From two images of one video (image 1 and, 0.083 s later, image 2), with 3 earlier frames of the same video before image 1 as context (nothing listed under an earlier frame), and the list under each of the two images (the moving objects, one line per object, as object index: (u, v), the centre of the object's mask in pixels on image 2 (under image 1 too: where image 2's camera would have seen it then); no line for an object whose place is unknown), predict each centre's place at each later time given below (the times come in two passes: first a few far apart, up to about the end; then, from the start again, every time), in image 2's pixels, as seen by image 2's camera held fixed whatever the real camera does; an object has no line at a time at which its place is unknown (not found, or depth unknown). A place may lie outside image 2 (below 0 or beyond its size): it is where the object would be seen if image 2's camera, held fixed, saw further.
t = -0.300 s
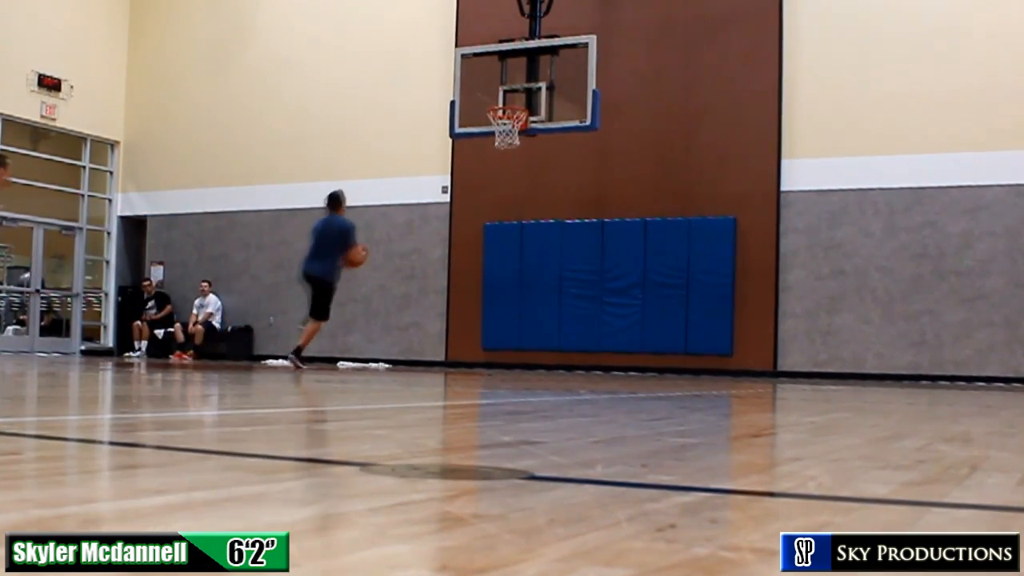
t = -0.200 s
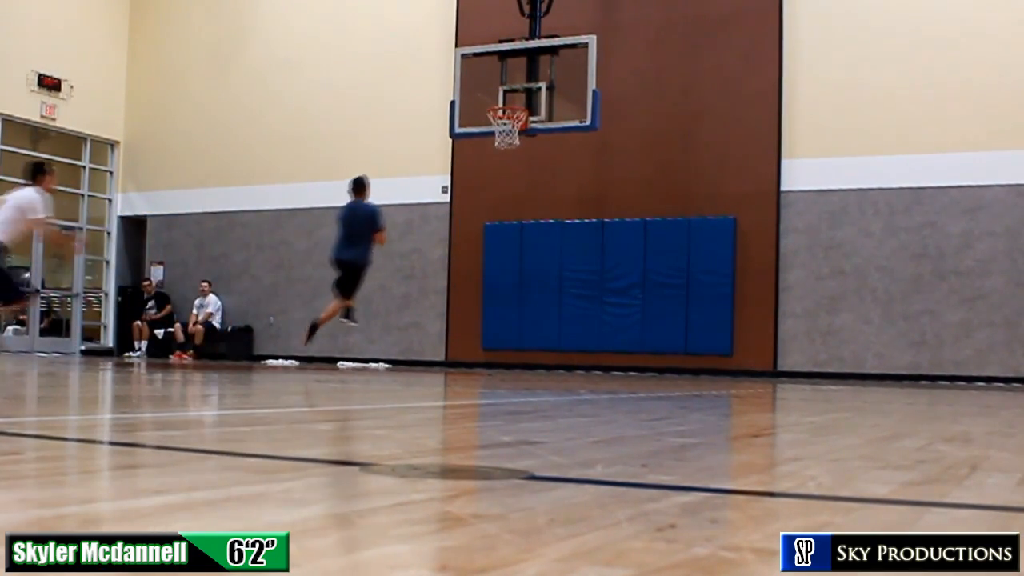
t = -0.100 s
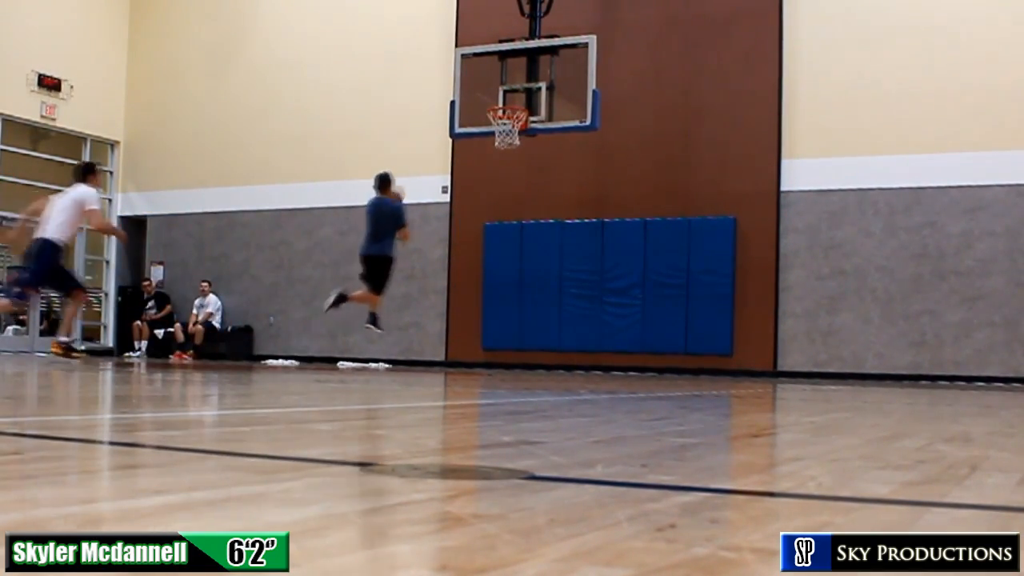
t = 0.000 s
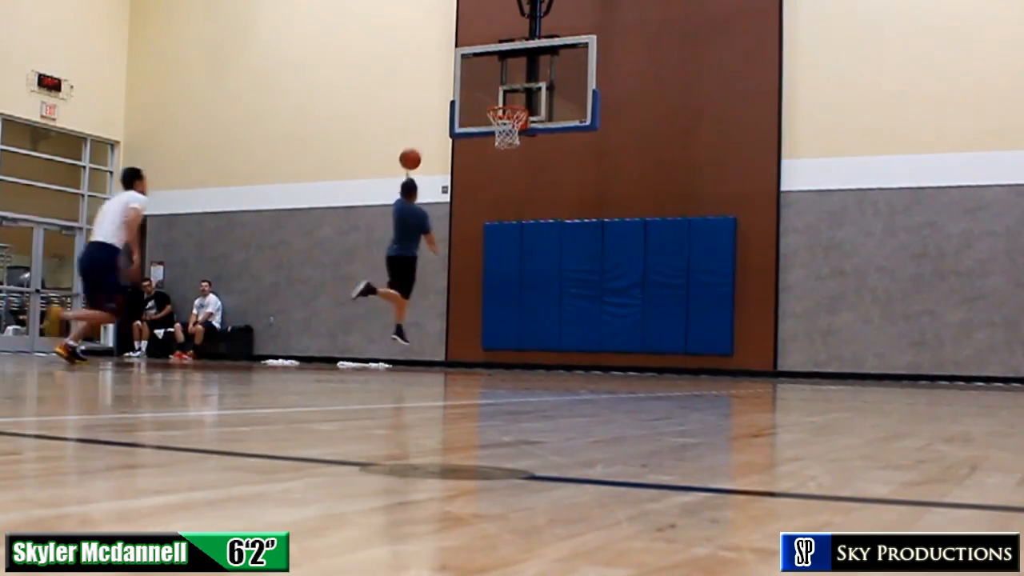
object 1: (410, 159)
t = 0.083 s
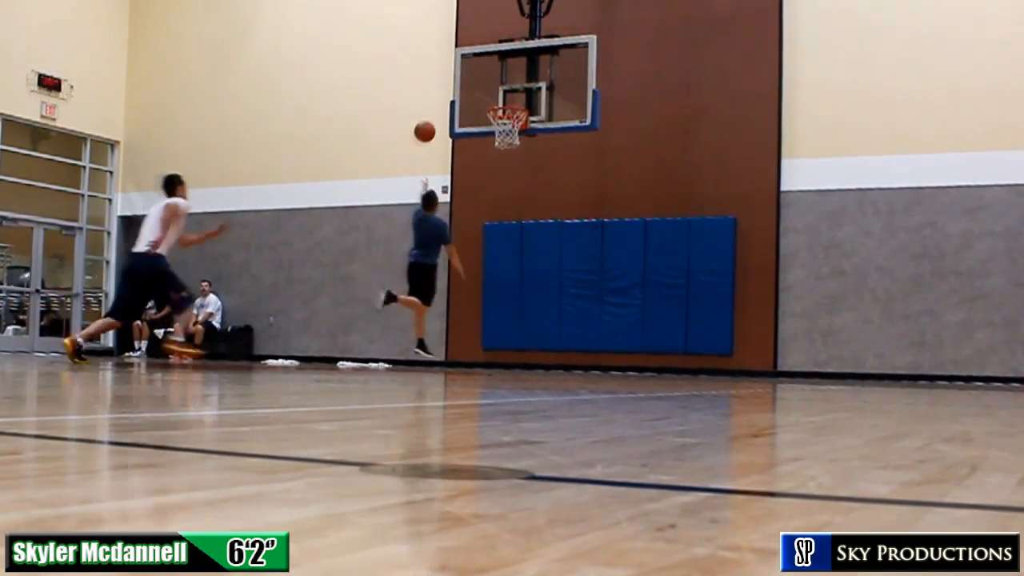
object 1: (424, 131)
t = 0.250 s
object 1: (450, 97)
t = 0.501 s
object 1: (455, 74)
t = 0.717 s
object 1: (431, 80)
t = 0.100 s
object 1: (427, 127)
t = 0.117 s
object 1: (430, 122)
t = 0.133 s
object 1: (433, 118)
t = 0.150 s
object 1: (435, 114)
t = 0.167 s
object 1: (438, 111)
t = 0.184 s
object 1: (440, 108)
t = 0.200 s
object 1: (443, 105)
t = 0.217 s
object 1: (445, 102)
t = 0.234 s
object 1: (448, 99)
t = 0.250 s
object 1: (450, 97)
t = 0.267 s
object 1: (452, 95)
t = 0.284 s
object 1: (454, 93)
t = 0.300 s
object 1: (457, 92)
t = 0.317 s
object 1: (459, 90)
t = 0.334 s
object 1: (461, 89)
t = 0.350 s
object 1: (463, 88)
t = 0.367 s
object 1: (465, 87)
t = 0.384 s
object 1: (466, 86)
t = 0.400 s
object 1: (465, 84)
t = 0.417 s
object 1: (463, 81)
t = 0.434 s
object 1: (462, 80)
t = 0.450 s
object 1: (460, 78)
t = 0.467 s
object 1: (458, 77)
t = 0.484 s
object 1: (457, 76)
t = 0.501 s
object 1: (455, 74)
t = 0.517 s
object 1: (453, 74)
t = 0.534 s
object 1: (451, 73)
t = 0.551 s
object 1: (450, 73)
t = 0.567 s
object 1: (448, 72)
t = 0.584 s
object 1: (446, 72)
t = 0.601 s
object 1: (444, 73)
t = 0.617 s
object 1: (442, 73)
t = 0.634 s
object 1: (440, 74)
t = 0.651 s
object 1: (438, 75)
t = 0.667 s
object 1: (436, 76)
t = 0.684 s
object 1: (434, 77)
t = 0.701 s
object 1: (432, 79)
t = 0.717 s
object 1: (431, 80)
